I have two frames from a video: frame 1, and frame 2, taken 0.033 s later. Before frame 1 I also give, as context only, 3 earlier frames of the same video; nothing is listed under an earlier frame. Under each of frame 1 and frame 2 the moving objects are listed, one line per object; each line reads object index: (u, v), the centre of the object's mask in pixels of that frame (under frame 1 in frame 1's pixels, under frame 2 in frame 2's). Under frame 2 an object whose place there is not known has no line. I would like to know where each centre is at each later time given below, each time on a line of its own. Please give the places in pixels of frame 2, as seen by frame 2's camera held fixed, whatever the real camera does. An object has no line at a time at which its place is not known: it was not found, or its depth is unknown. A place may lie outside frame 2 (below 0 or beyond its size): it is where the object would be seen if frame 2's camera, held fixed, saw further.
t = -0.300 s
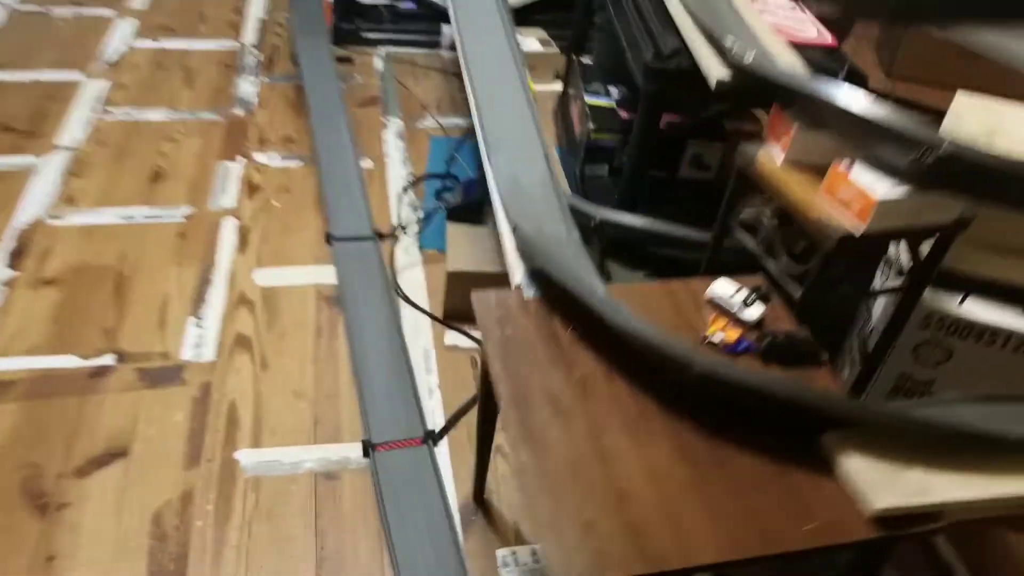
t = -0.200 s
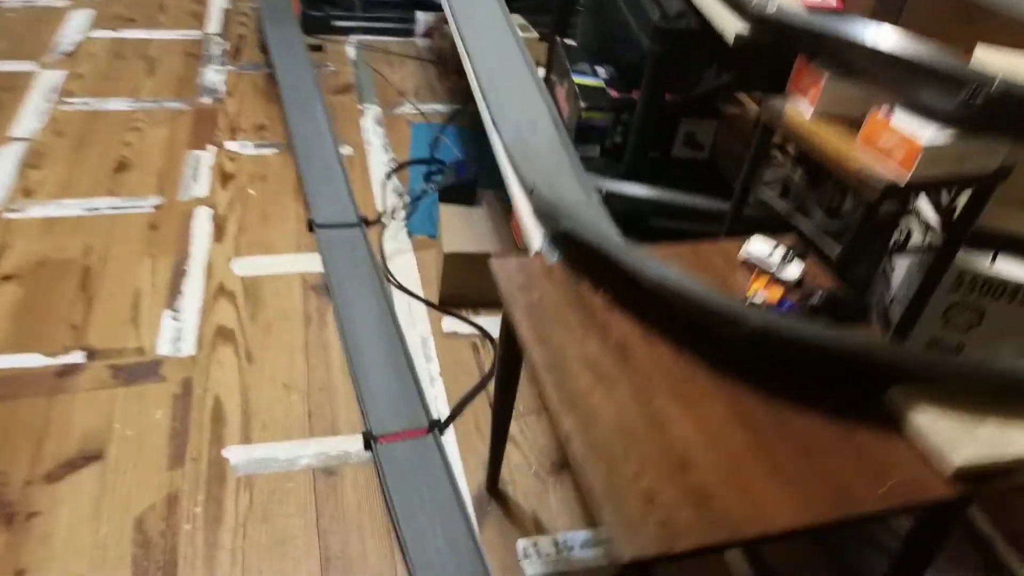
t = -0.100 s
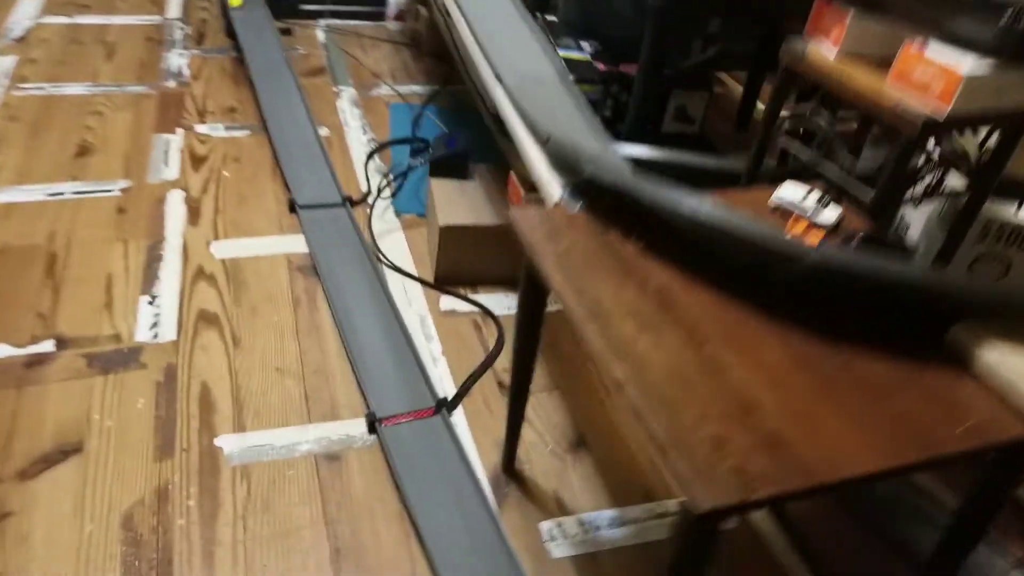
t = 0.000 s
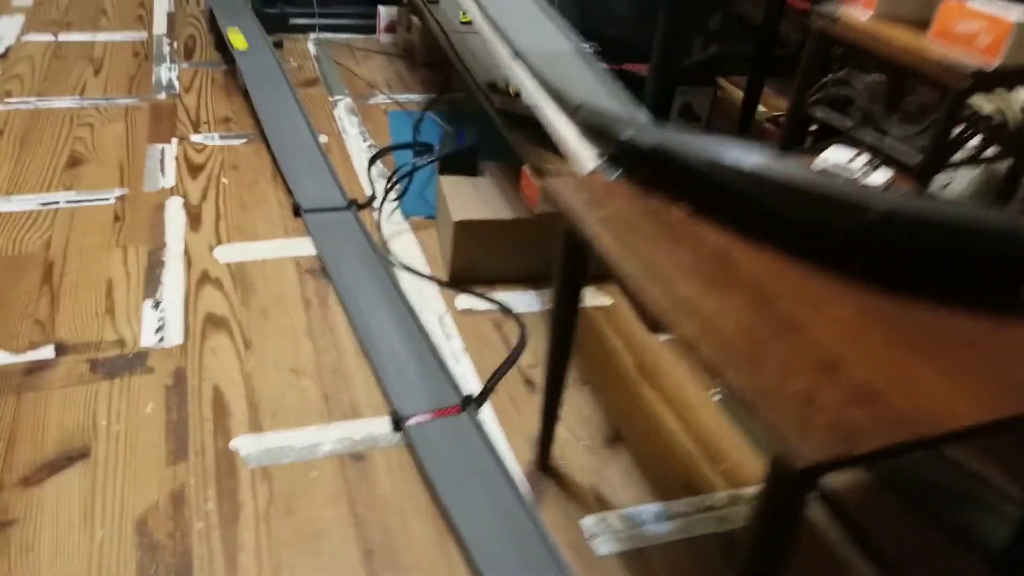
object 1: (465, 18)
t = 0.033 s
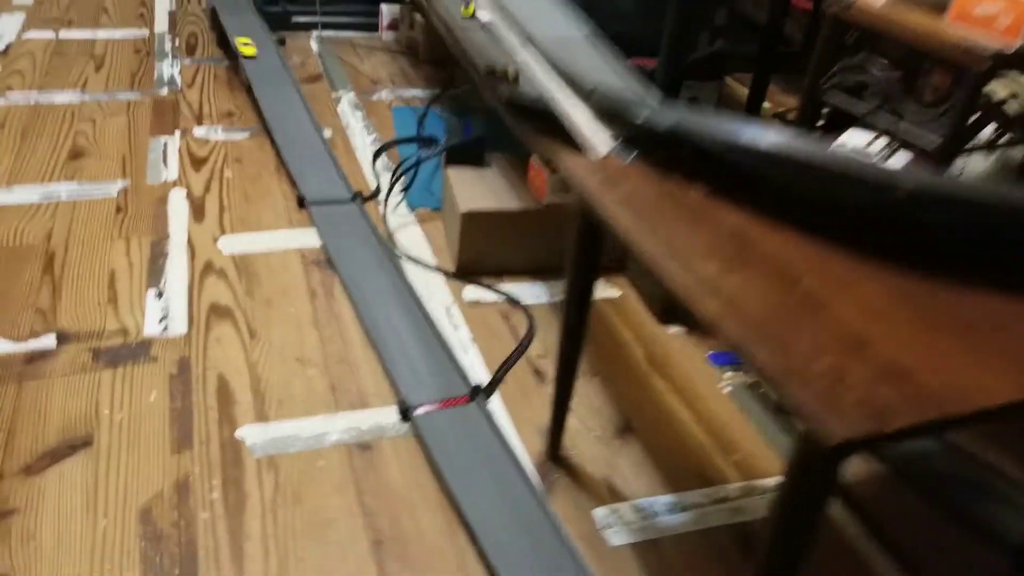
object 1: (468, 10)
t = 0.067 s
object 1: (465, 10)
